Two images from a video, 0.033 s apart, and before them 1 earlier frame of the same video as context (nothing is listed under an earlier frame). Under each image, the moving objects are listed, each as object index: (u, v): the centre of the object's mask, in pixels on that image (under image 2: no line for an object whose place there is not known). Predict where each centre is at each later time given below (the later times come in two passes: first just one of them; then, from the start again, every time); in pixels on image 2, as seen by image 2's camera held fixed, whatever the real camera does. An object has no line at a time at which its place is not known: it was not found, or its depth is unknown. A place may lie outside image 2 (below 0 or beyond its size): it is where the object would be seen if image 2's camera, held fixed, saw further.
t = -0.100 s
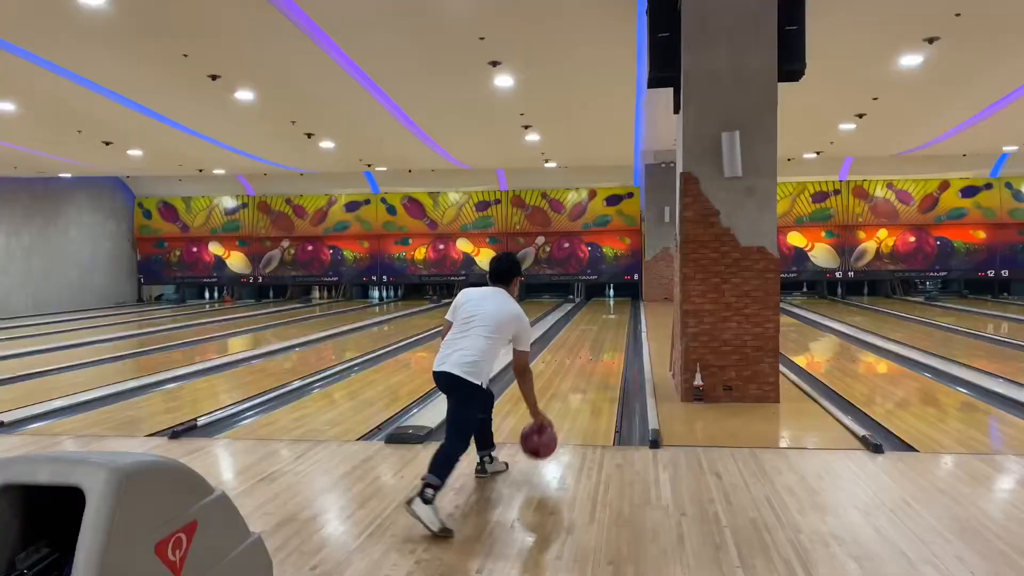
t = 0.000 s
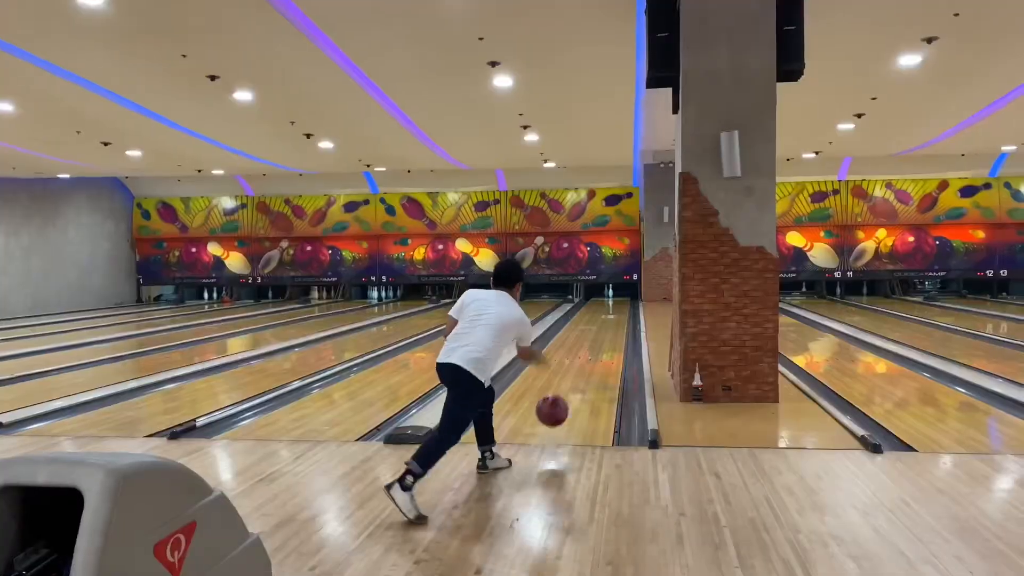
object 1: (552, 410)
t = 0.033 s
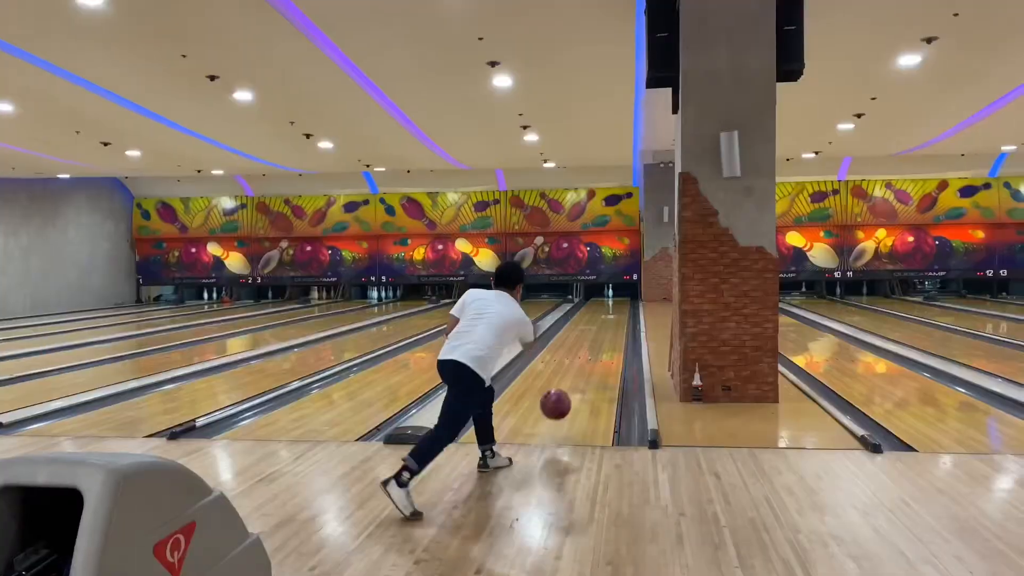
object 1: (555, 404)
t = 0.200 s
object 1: (570, 392)
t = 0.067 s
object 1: (559, 400)
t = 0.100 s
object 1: (562, 397)
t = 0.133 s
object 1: (565, 397)
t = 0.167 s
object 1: (568, 397)
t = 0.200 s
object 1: (570, 392)
